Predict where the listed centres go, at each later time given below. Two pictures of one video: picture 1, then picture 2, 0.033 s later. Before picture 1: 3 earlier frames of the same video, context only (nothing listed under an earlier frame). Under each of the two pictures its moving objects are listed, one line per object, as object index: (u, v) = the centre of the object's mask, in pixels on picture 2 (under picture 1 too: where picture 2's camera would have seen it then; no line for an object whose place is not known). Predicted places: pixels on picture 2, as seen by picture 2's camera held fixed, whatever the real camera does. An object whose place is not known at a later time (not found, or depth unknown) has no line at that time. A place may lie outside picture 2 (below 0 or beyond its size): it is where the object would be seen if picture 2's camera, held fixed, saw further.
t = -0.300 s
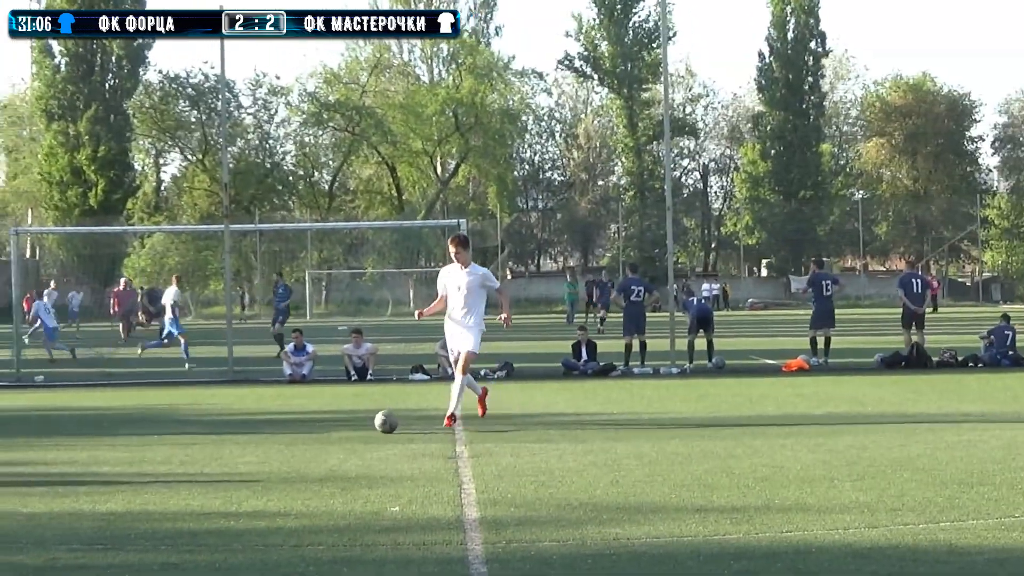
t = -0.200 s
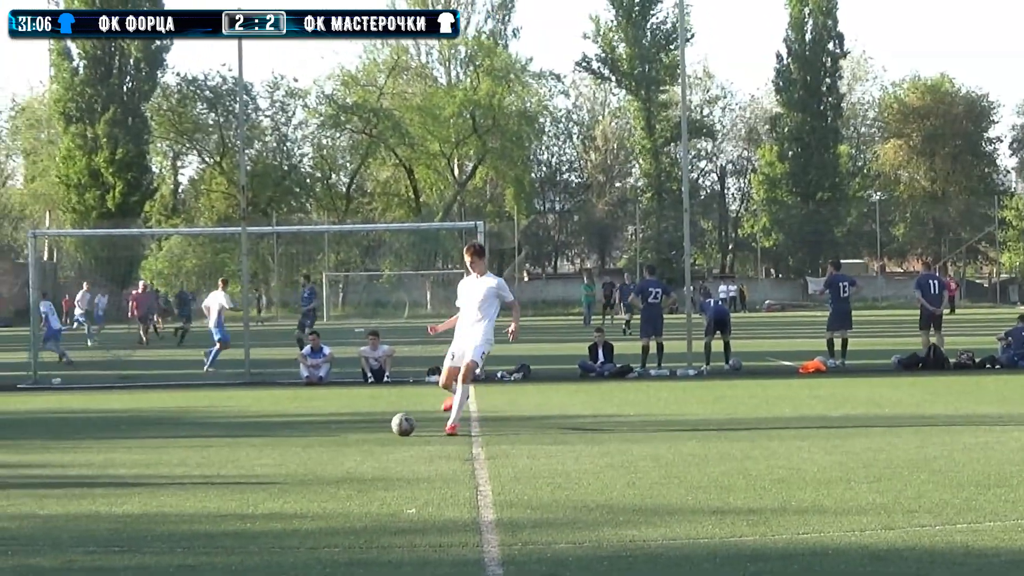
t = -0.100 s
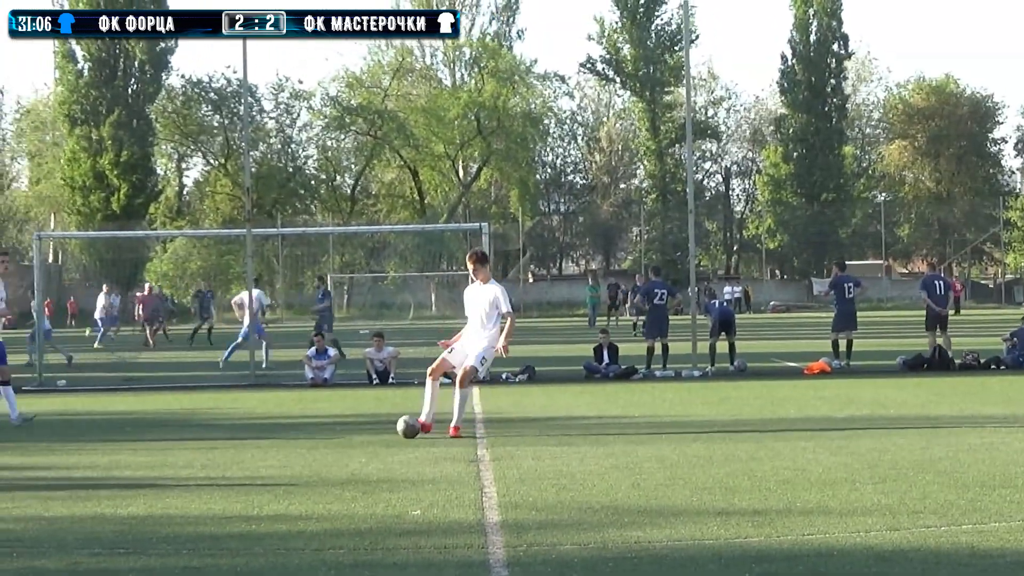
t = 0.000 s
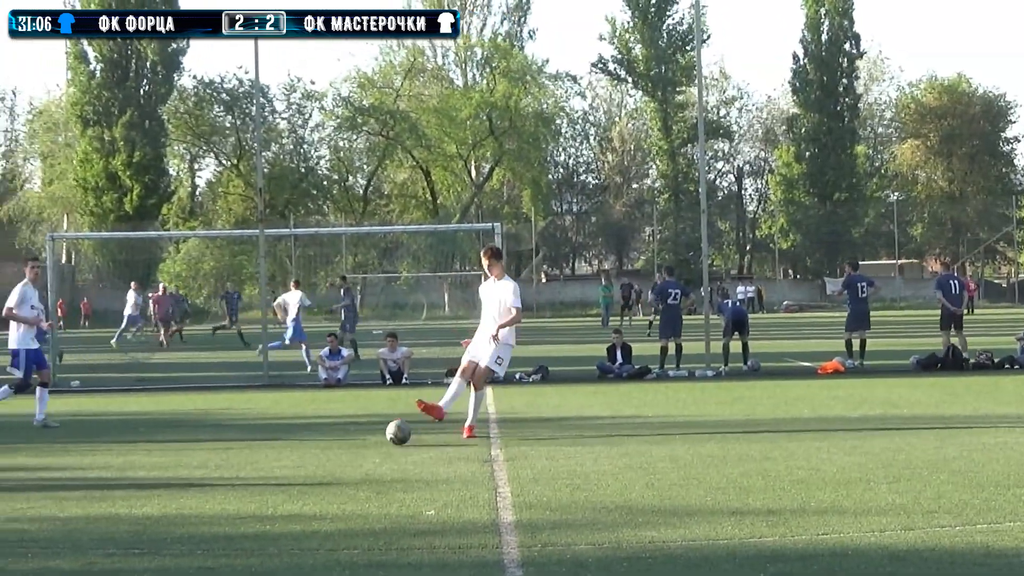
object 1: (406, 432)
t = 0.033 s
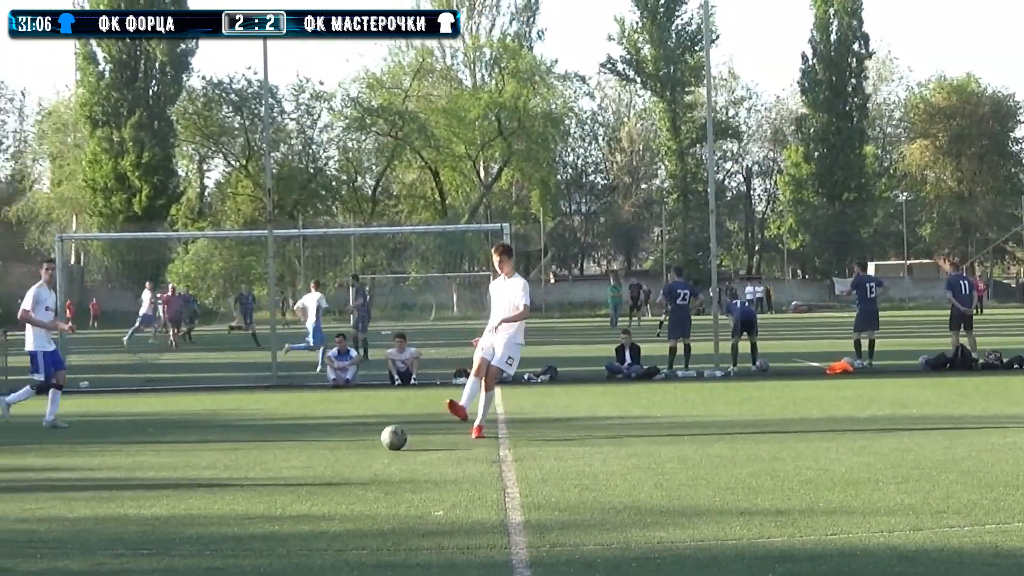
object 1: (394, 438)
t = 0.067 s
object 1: (388, 439)
